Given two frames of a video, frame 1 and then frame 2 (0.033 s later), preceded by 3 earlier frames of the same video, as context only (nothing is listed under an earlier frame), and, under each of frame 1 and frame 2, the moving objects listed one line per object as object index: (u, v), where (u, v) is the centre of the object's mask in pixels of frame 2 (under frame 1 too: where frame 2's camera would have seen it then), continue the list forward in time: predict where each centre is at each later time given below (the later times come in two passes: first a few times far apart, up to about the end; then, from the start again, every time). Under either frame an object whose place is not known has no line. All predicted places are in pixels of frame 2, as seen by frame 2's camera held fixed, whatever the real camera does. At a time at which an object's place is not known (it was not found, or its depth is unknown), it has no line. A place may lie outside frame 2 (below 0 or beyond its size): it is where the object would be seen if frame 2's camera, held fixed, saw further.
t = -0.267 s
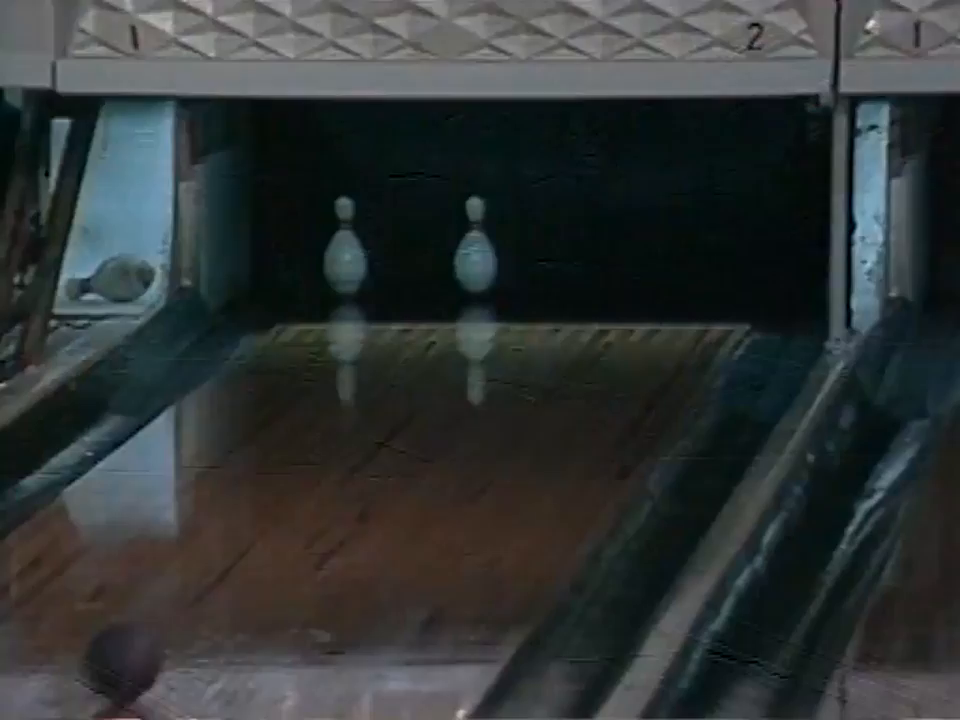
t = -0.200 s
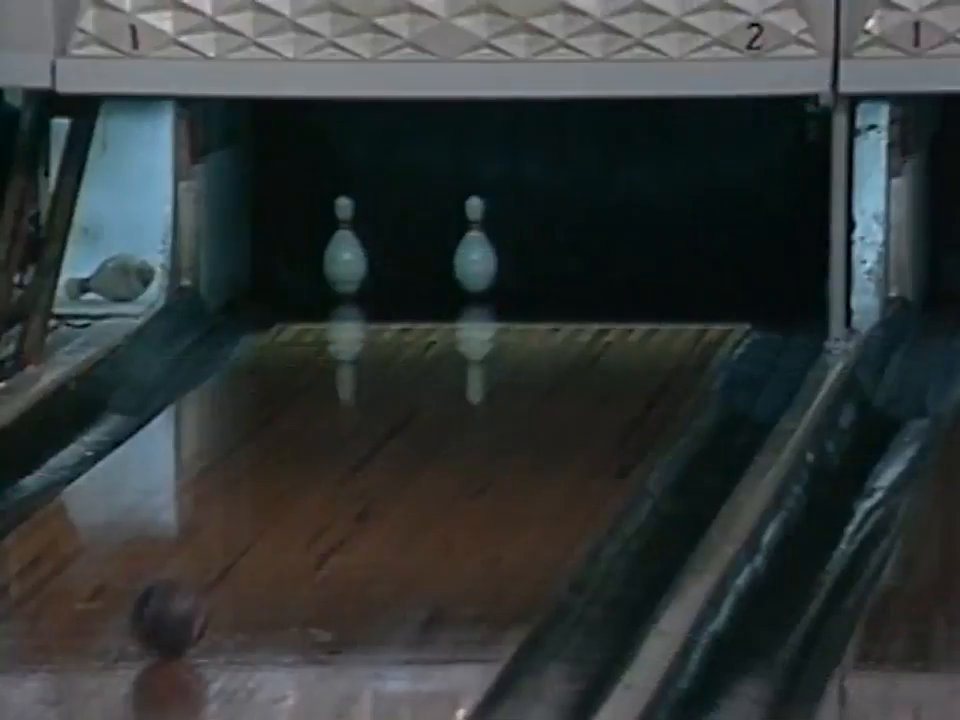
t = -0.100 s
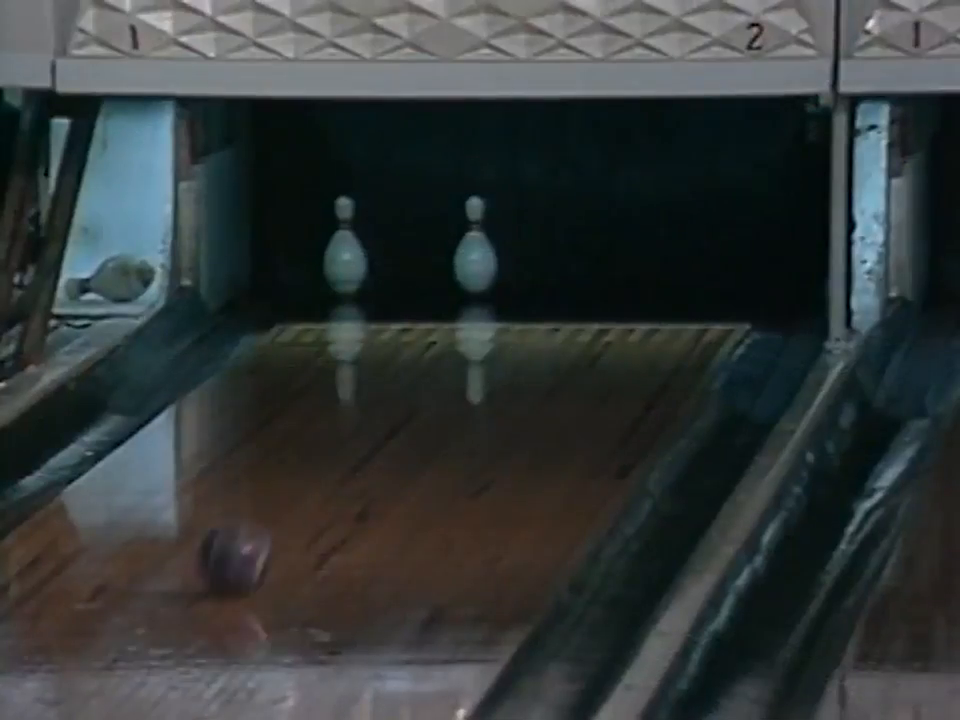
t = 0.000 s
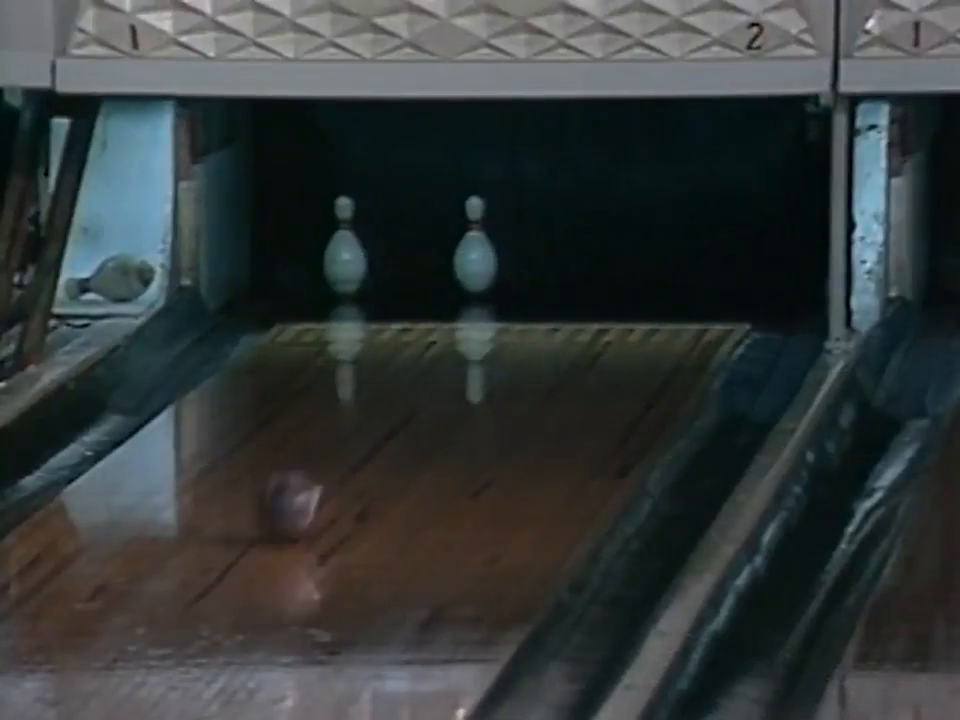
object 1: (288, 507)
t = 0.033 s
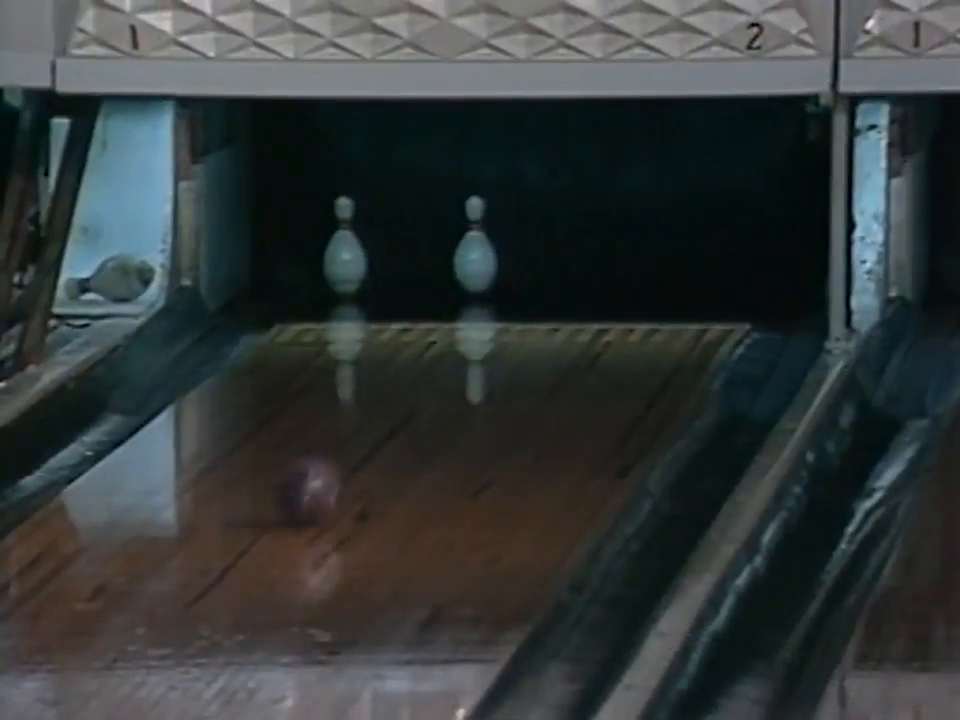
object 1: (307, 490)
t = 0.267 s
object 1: (408, 401)
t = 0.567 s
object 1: (504, 304)
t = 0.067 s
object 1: (322, 476)
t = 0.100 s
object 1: (338, 461)
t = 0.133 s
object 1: (358, 448)
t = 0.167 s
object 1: (369, 435)
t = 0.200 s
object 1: (383, 425)
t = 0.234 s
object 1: (398, 413)
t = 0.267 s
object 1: (408, 401)
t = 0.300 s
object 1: (423, 392)
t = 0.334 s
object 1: (432, 375)
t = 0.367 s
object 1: (443, 366)
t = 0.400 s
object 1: (454, 356)
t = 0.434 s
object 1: (465, 345)
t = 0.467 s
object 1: (475, 334)
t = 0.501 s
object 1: (485, 323)
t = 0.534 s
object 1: (495, 313)
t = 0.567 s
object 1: (504, 304)
